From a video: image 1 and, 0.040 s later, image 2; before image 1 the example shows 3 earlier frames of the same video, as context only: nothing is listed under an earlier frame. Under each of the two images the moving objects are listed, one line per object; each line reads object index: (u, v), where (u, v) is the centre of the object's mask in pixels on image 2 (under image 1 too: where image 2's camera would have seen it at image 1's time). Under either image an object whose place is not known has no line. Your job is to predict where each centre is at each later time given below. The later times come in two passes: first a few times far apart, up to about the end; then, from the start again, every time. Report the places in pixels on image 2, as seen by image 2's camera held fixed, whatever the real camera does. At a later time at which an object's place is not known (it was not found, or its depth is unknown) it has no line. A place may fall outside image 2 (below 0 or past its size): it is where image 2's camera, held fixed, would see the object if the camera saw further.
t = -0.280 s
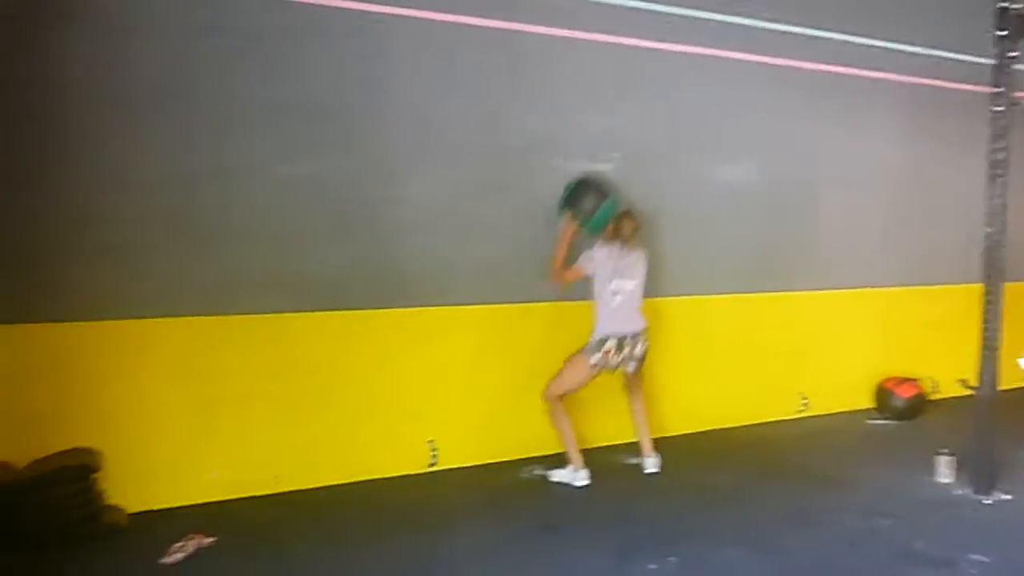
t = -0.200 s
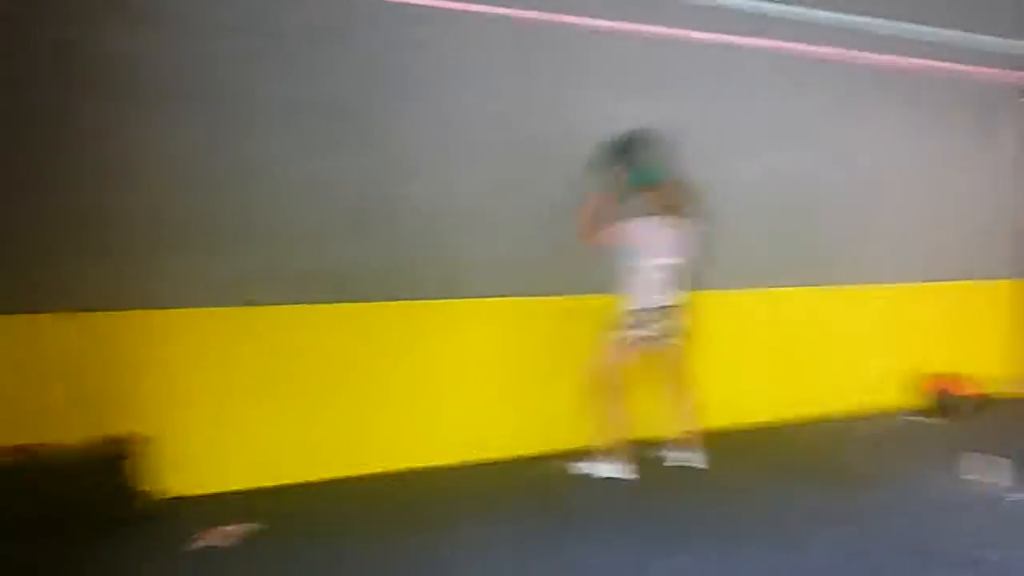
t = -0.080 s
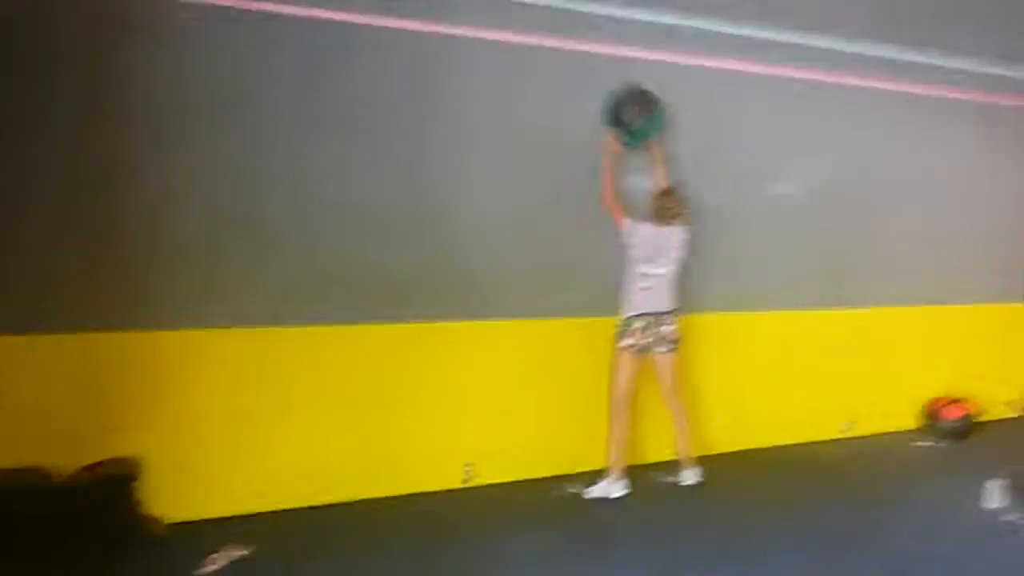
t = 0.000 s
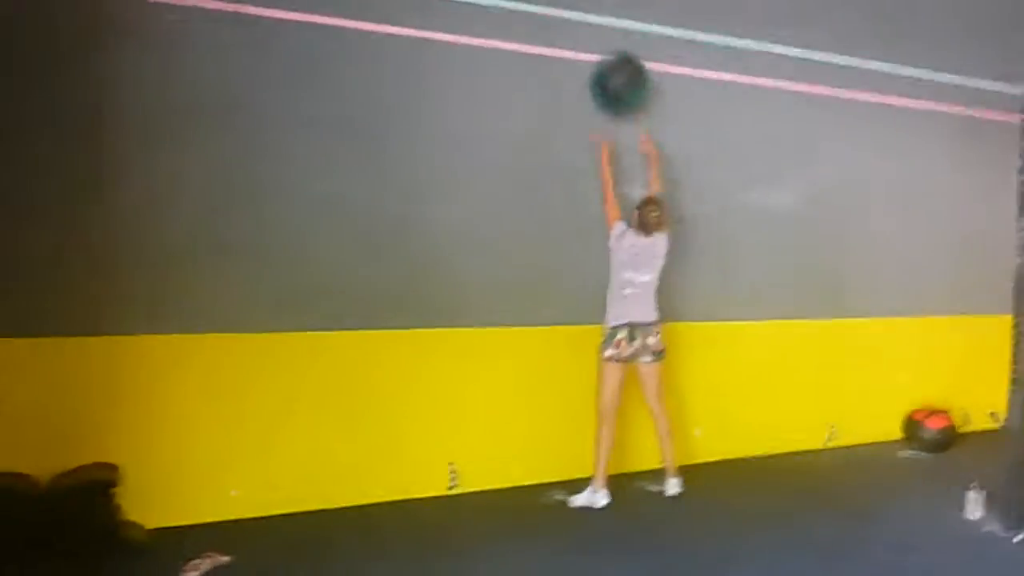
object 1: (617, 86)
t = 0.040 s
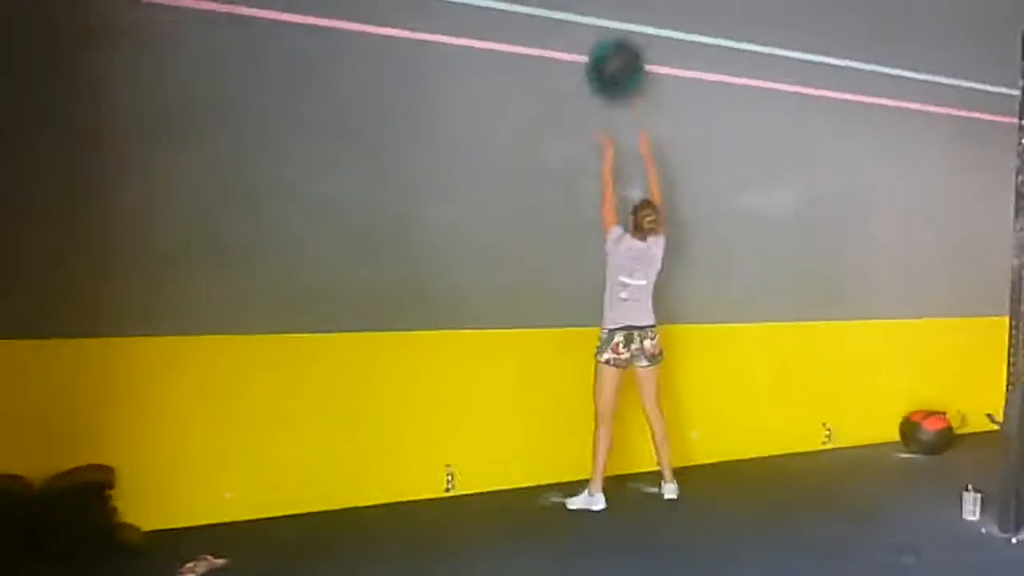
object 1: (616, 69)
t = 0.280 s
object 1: (611, 18)
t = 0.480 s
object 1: (612, 43)
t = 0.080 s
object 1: (614, 54)
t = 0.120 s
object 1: (614, 39)
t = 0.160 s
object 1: (612, 28)
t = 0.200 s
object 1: (612, 22)
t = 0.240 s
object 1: (611, 19)
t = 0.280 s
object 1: (611, 18)
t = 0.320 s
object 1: (610, 19)
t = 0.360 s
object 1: (610, 20)
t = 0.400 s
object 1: (611, 24)
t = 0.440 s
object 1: (612, 31)
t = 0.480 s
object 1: (612, 43)
